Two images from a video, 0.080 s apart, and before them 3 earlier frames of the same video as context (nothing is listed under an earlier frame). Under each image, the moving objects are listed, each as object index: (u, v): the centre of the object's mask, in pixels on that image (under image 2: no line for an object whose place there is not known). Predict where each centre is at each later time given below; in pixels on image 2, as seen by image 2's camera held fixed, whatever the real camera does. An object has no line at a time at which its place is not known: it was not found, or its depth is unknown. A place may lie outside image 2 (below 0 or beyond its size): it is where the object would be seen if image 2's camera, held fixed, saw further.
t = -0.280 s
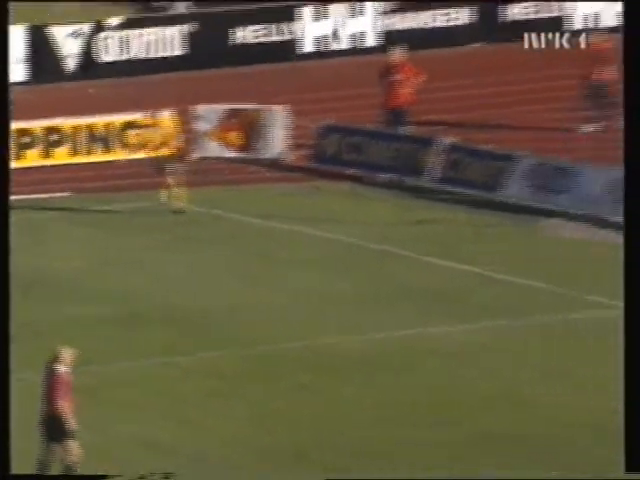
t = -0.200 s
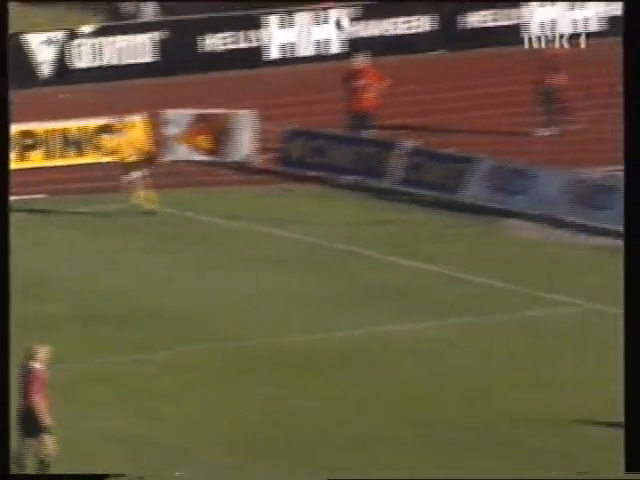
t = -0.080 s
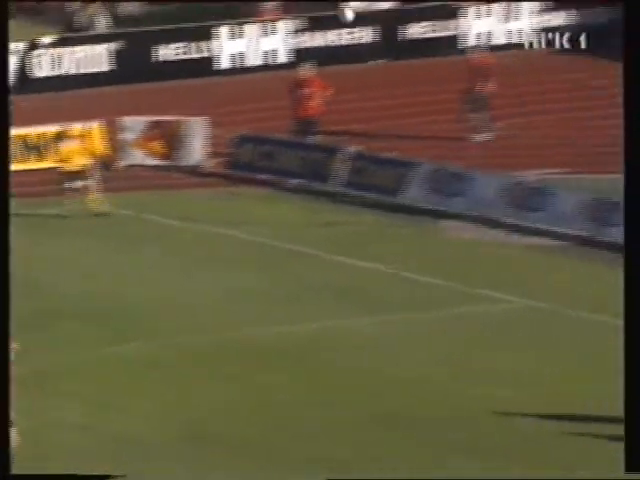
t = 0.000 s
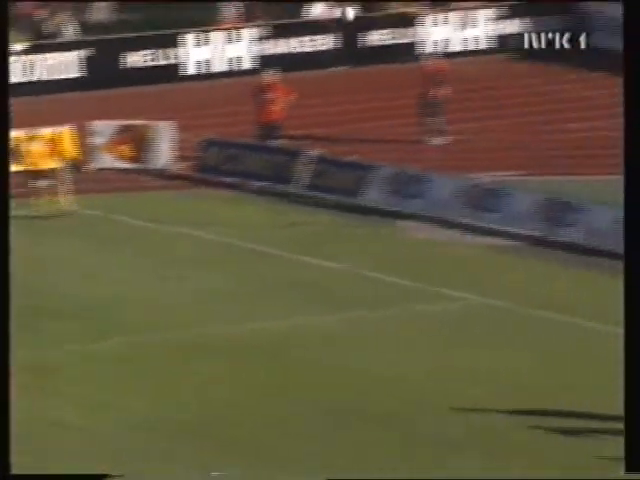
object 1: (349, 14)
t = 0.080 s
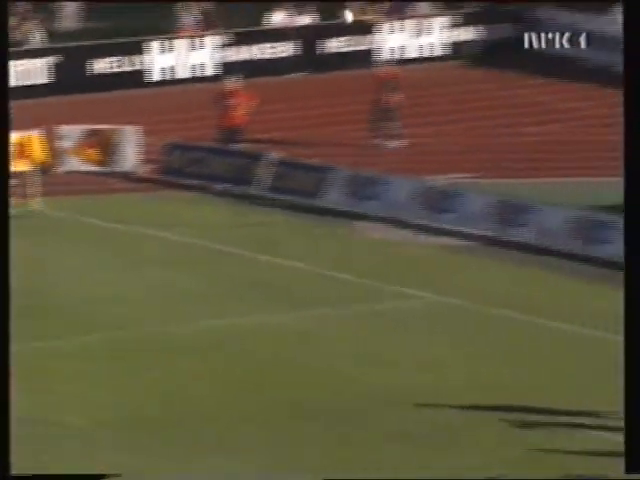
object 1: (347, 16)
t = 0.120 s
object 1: (369, 15)
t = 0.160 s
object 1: (389, 14)
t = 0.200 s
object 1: (410, 14)
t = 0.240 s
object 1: (431, 14)
